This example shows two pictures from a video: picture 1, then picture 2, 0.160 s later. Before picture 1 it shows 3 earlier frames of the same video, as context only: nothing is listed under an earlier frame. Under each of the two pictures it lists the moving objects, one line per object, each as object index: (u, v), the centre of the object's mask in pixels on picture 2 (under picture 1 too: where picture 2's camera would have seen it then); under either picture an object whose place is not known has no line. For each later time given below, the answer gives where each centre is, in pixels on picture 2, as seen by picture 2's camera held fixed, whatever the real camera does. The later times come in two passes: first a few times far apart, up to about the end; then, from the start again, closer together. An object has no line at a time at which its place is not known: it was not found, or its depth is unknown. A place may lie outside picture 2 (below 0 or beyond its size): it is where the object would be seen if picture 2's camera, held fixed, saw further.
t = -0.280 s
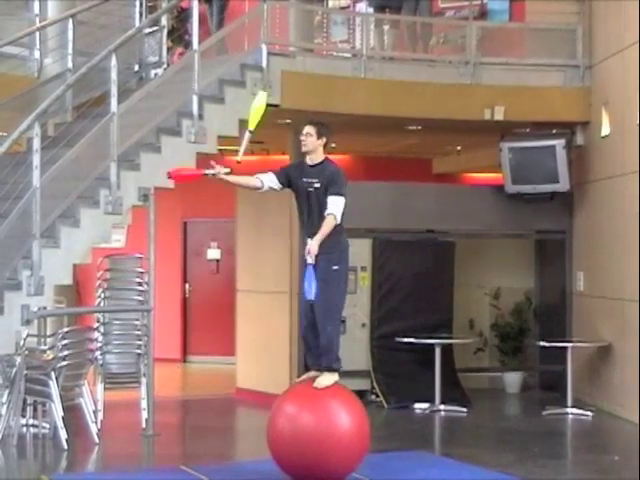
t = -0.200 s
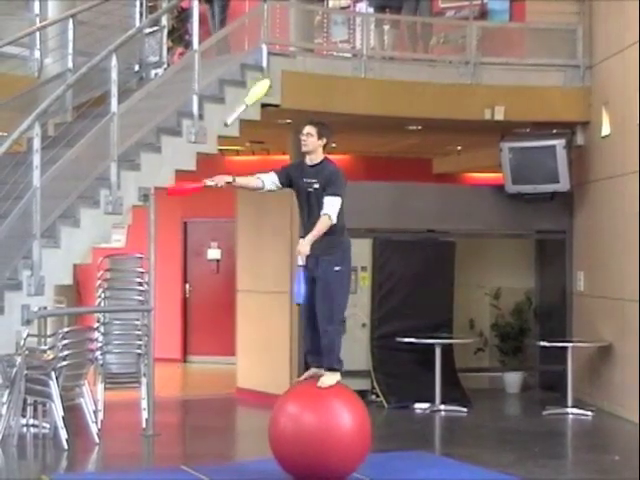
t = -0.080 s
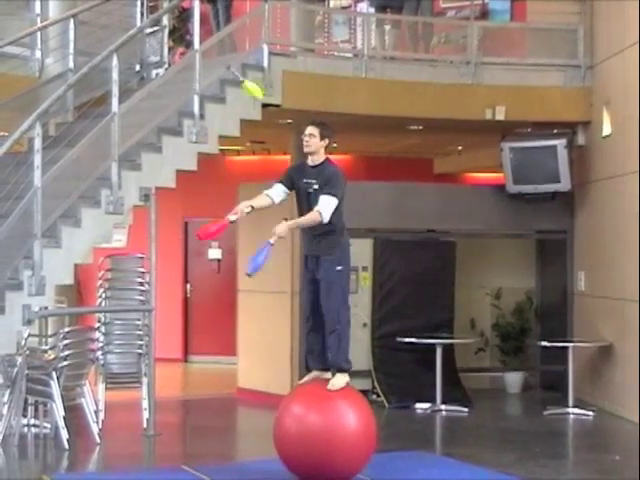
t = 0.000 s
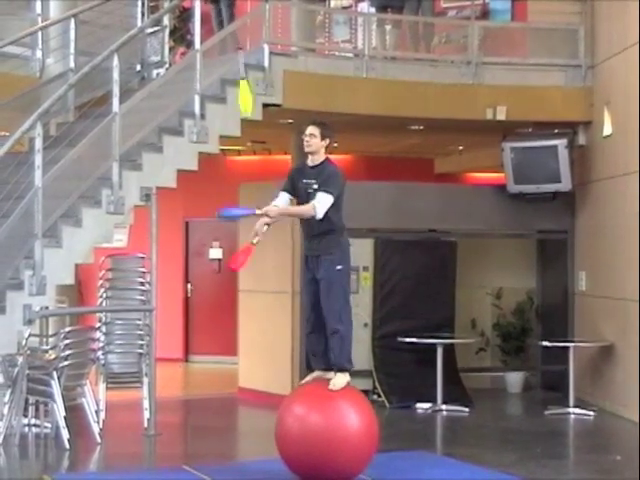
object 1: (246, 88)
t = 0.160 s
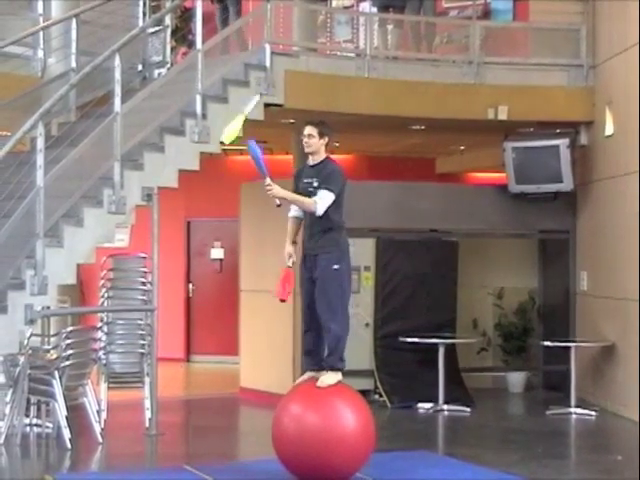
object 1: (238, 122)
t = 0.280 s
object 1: (228, 172)
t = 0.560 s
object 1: (220, 393)
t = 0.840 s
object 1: (212, 429)
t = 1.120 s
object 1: (212, 401)
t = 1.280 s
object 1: (211, 442)
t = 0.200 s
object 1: (234, 139)
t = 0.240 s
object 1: (229, 155)
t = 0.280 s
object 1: (228, 172)
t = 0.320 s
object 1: (228, 191)
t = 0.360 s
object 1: (228, 214)
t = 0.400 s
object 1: (227, 251)
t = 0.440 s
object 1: (226, 281)
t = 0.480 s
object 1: (224, 315)
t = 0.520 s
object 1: (222, 353)
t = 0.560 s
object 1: (220, 393)
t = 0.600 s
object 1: (218, 434)
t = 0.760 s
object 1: (215, 460)
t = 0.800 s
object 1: (213, 444)
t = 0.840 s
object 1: (212, 429)
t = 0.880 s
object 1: (212, 416)
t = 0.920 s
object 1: (212, 407)
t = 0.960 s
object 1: (212, 401)
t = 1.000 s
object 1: (212, 398)
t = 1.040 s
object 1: (211, 396)
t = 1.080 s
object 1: (212, 397)
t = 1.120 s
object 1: (212, 401)
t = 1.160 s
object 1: (213, 406)
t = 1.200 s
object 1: (212, 416)
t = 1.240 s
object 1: (212, 428)
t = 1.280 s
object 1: (211, 442)
